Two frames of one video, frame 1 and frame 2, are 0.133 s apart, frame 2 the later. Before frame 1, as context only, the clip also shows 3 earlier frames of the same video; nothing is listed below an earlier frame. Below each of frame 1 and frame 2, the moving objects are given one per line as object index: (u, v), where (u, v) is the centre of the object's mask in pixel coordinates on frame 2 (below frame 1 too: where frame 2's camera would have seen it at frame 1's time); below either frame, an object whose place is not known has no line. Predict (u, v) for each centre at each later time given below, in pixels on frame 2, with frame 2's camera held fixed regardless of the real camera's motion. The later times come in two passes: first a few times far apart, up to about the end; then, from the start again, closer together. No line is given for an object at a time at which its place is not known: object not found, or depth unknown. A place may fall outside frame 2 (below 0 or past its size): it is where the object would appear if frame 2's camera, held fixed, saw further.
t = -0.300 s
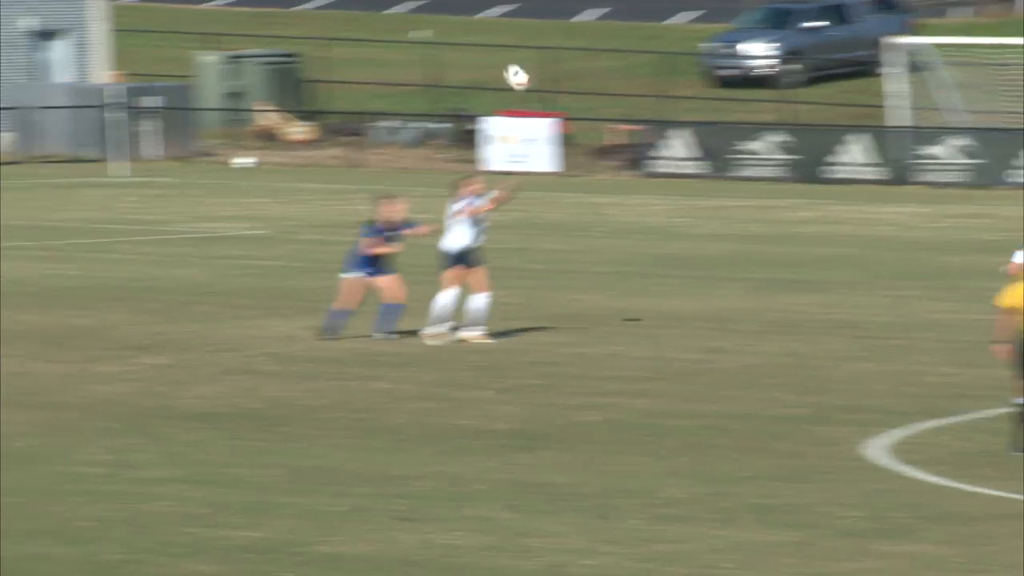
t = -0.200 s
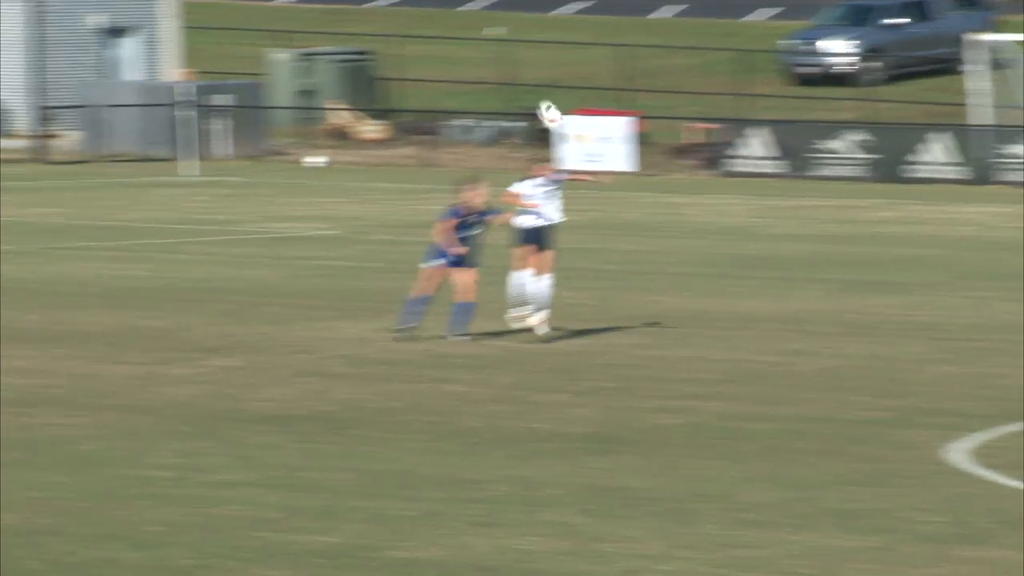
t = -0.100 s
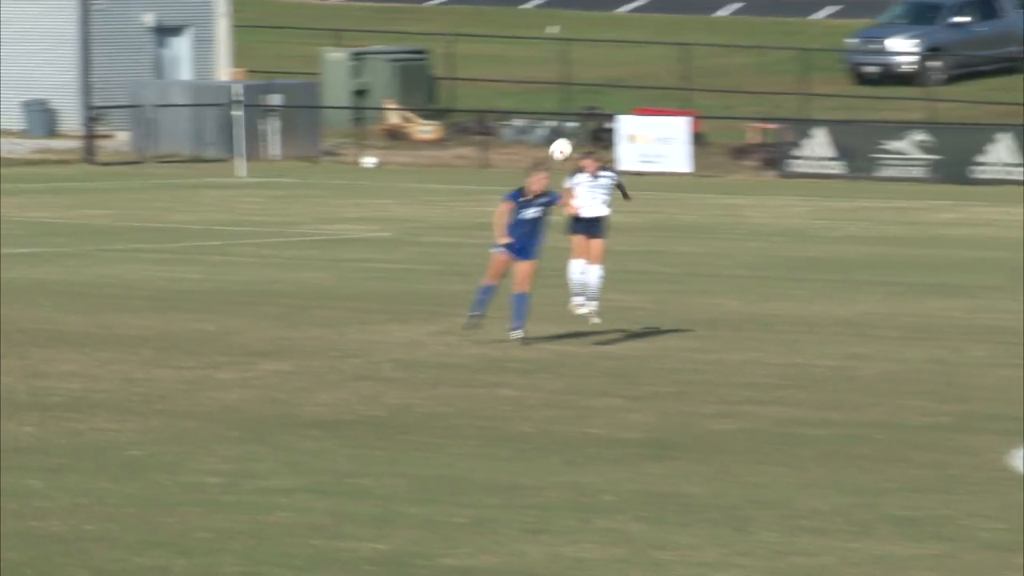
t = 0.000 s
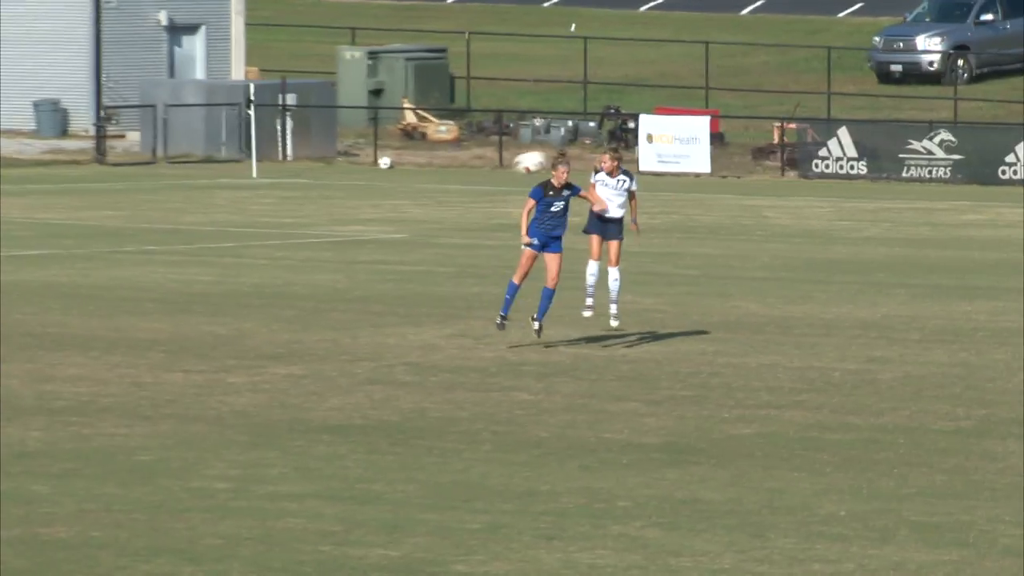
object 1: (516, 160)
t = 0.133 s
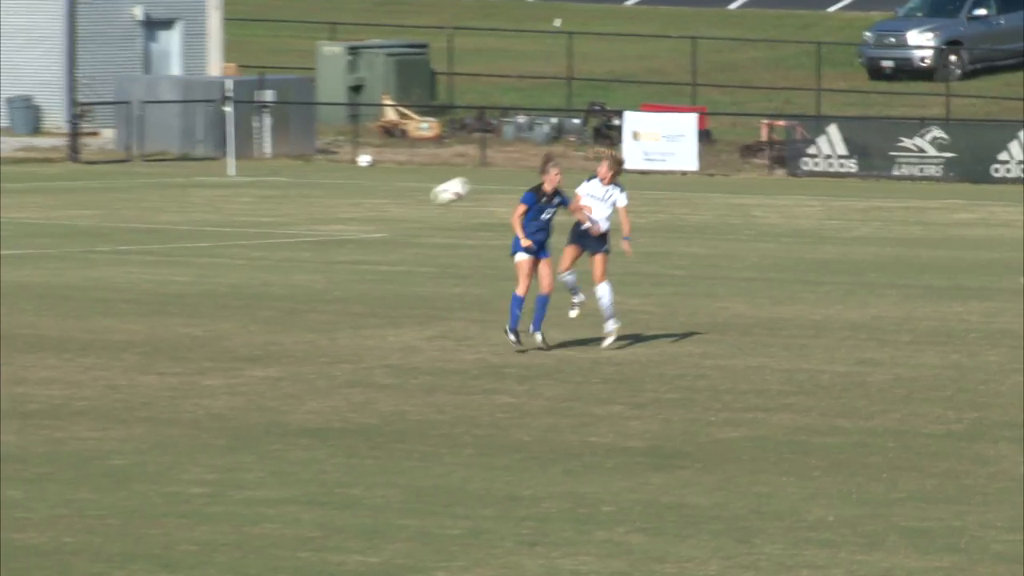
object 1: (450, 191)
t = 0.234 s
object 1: (404, 226)
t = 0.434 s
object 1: (320, 324)
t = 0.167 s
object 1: (435, 201)
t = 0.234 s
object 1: (404, 226)
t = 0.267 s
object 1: (388, 239)
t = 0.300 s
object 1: (373, 254)
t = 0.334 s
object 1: (360, 271)
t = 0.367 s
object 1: (346, 287)
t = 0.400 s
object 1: (332, 307)
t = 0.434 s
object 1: (320, 324)
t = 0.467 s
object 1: (312, 322)
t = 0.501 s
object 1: (299, 308)
